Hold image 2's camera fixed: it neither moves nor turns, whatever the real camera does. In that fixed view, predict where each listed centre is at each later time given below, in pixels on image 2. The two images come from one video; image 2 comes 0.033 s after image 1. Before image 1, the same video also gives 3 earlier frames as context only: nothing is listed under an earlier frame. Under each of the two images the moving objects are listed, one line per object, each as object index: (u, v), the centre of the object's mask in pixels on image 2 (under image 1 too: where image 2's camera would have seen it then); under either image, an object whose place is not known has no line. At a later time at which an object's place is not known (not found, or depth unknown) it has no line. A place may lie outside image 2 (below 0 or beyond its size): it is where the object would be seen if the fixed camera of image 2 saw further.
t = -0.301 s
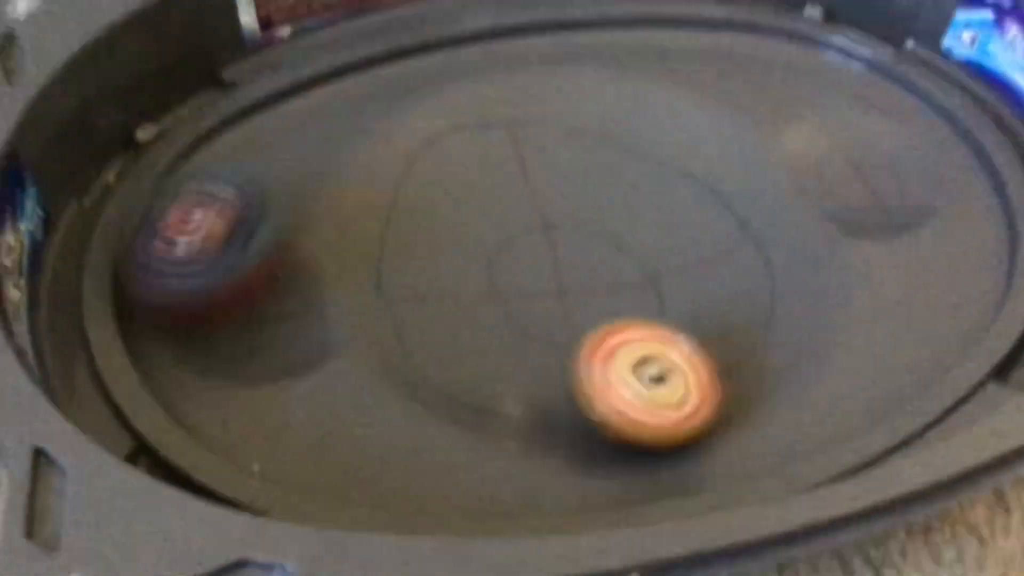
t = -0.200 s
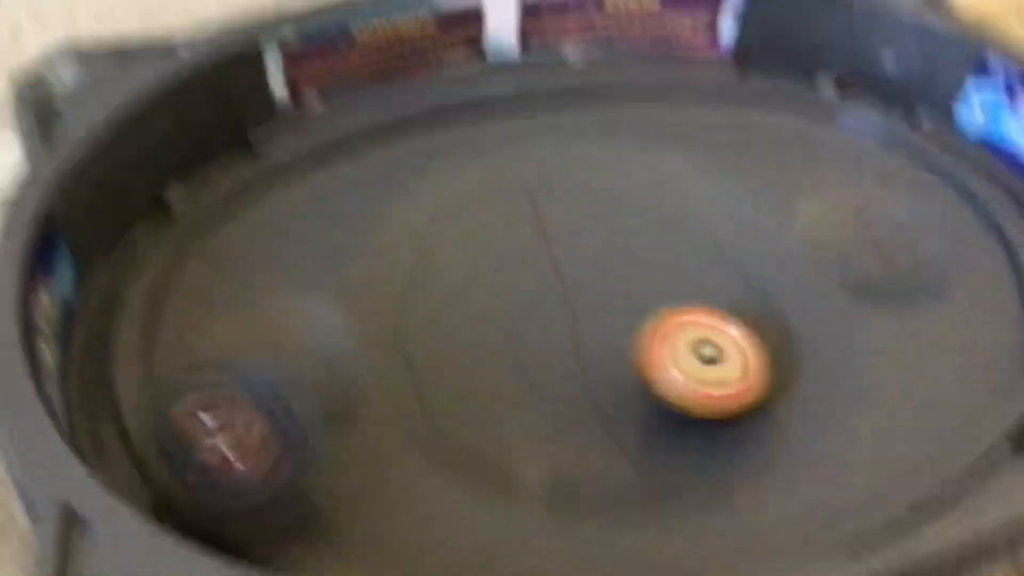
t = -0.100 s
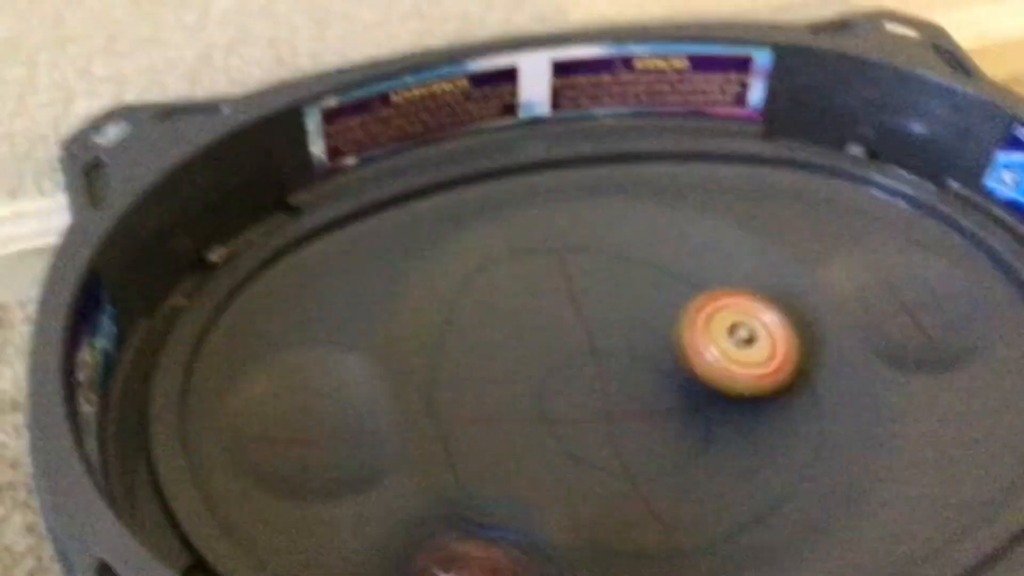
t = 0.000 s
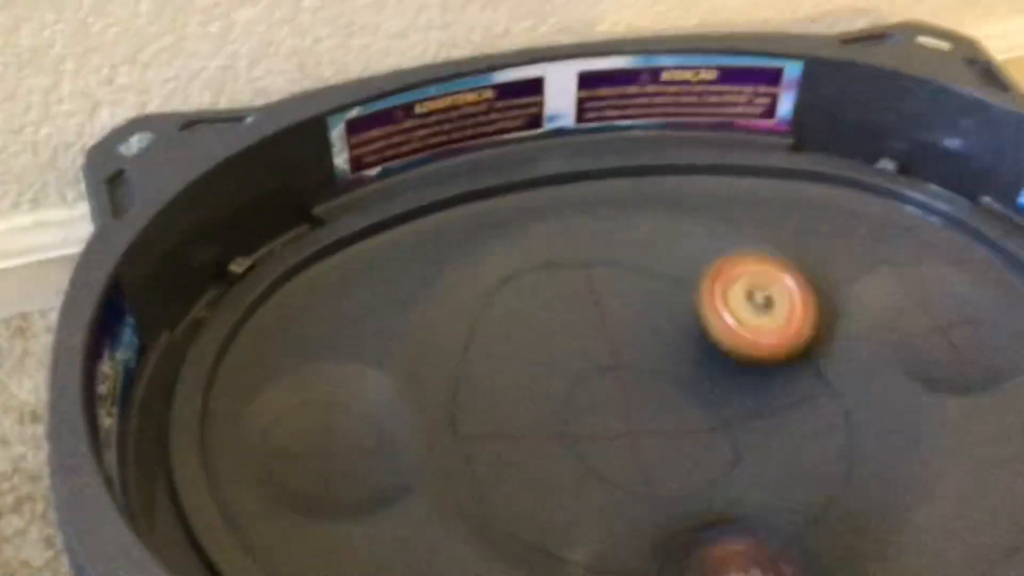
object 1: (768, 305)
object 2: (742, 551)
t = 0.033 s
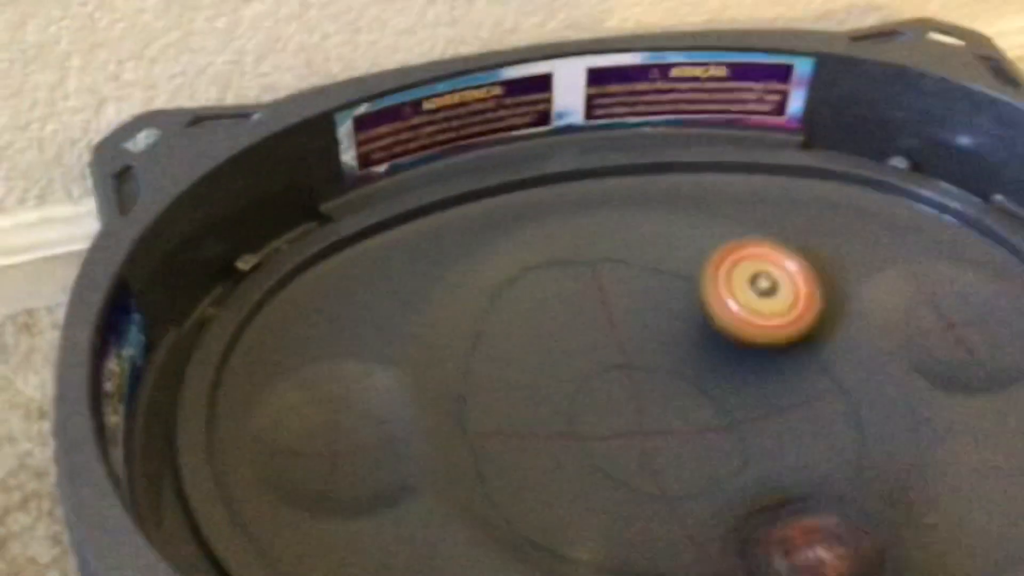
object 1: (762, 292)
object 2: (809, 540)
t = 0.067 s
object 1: (754, 283)
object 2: (868, 527)
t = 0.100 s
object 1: (746, 279)
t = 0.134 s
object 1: (740, 278)
